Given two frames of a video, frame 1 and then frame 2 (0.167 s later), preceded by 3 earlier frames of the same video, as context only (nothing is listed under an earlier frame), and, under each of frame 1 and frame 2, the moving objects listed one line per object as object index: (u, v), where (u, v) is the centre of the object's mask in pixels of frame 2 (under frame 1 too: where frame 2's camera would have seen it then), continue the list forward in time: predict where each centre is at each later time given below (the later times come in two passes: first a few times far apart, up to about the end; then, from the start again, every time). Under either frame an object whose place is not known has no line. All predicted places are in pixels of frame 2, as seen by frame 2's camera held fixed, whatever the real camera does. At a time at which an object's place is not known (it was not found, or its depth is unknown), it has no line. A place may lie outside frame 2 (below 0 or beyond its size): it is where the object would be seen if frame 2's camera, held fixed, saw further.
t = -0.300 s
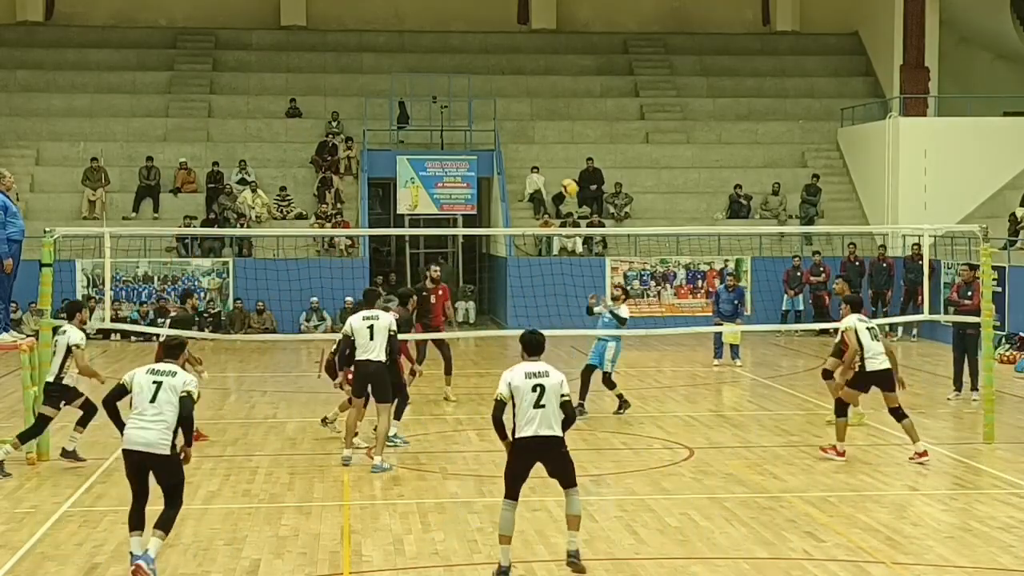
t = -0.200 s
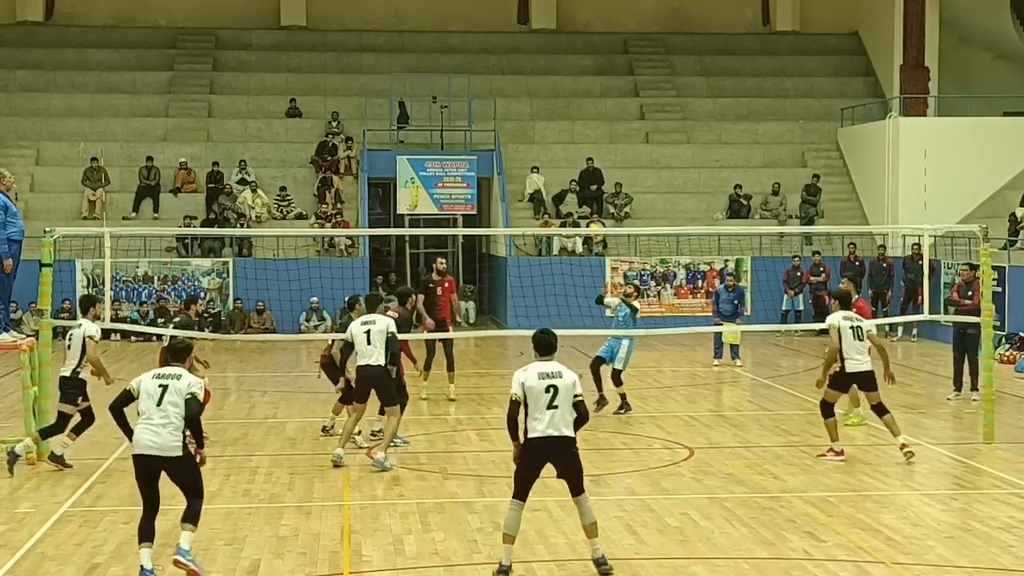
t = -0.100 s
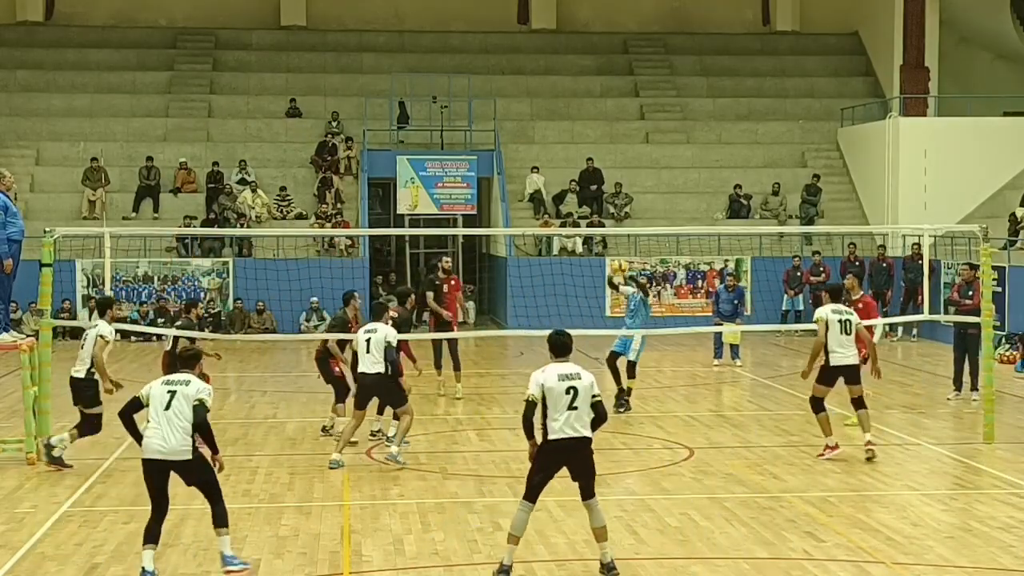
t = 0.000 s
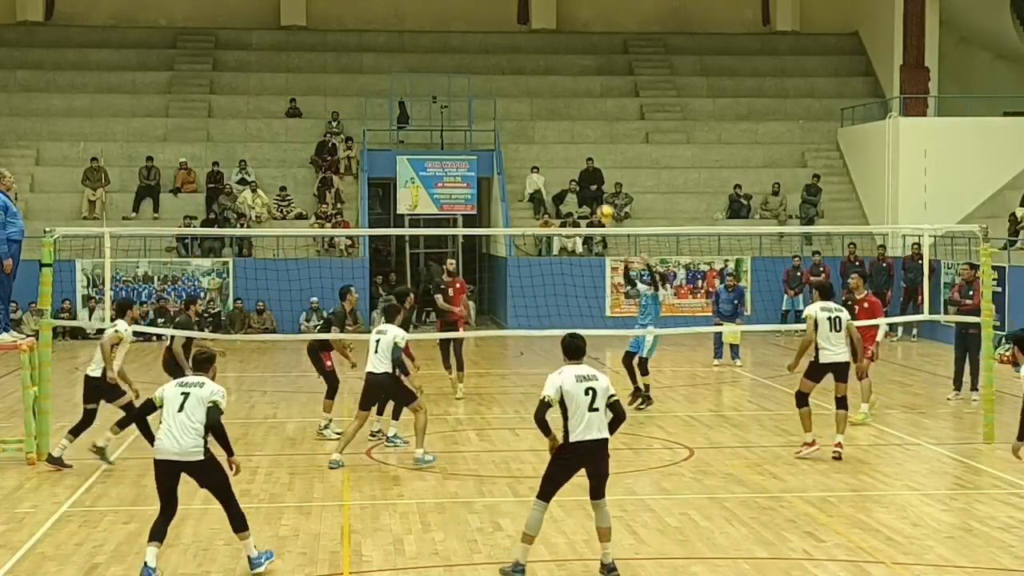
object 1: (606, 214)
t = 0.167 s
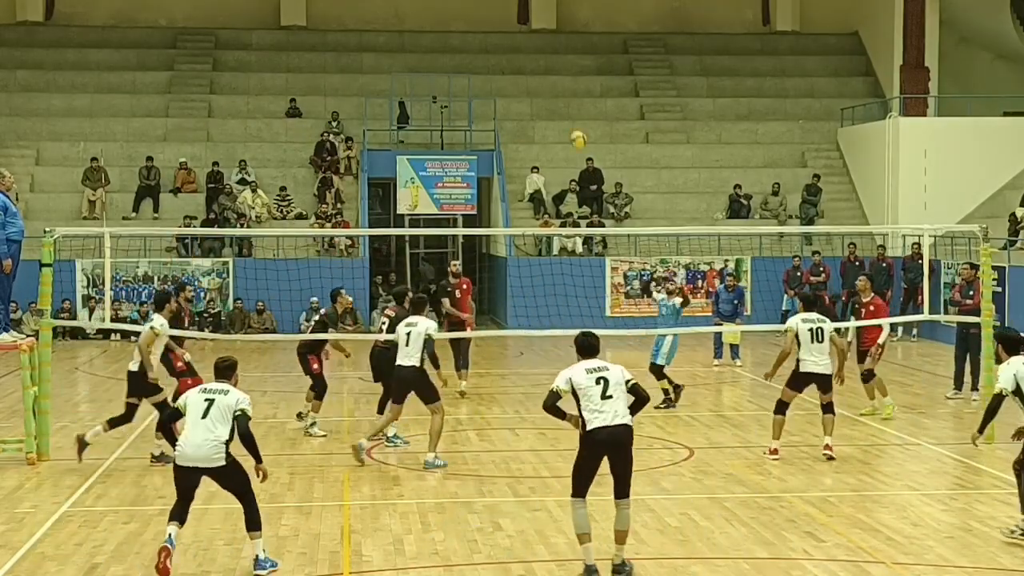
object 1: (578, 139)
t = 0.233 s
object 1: (567, 116)
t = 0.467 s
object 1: (529, 61)
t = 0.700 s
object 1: (490, 48)
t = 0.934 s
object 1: (453, 80)
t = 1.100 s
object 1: (426, 130)
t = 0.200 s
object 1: (573, 128)
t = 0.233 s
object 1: (567, 116)
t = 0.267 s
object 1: (562, 105)
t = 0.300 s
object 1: (557, 96)
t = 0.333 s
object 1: (551, 87)
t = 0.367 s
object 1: (545, 79)
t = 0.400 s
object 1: (540, 72)
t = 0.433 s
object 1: (534, 66)
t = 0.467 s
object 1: (529, 61)
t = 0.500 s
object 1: (524, 56)
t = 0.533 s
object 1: (519, 53)
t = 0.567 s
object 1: (513, 50)
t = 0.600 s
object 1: (507, 48)
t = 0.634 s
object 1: (502, 47)
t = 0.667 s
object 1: (496, 47)
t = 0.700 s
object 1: (490, 48)
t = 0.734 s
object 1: (485, 50)
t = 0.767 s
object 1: (480, 53)
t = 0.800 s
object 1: (474, 56)
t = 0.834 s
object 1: (469, 61)
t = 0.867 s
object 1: (464, 66)
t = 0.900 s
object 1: (458, 73)
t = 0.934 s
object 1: (453, 80)
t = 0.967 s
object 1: (447, 88)
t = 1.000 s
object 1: (442, 98)
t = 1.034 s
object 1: (437, 106)
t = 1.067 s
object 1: (431, 117)
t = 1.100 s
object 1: (426, 130)
